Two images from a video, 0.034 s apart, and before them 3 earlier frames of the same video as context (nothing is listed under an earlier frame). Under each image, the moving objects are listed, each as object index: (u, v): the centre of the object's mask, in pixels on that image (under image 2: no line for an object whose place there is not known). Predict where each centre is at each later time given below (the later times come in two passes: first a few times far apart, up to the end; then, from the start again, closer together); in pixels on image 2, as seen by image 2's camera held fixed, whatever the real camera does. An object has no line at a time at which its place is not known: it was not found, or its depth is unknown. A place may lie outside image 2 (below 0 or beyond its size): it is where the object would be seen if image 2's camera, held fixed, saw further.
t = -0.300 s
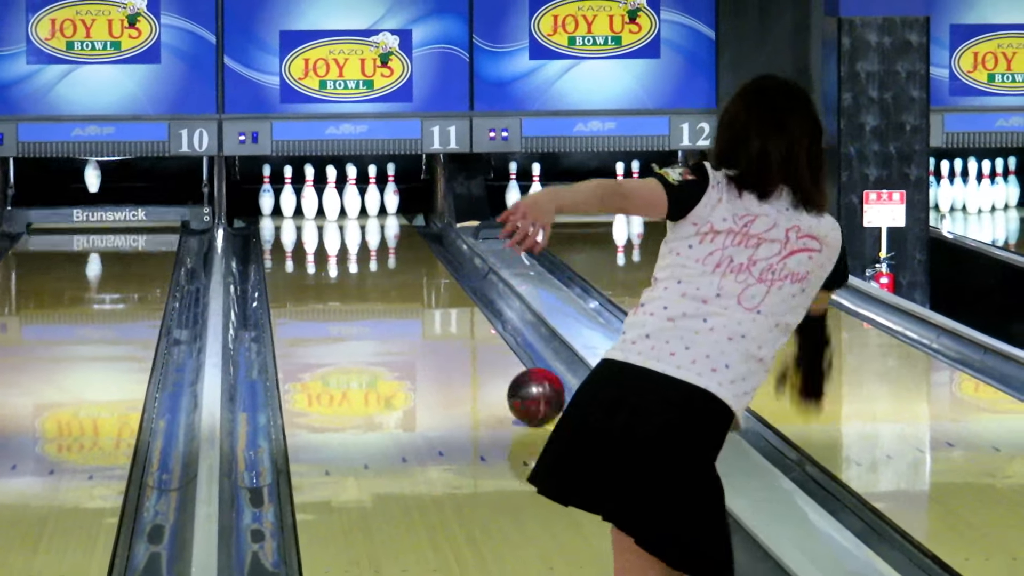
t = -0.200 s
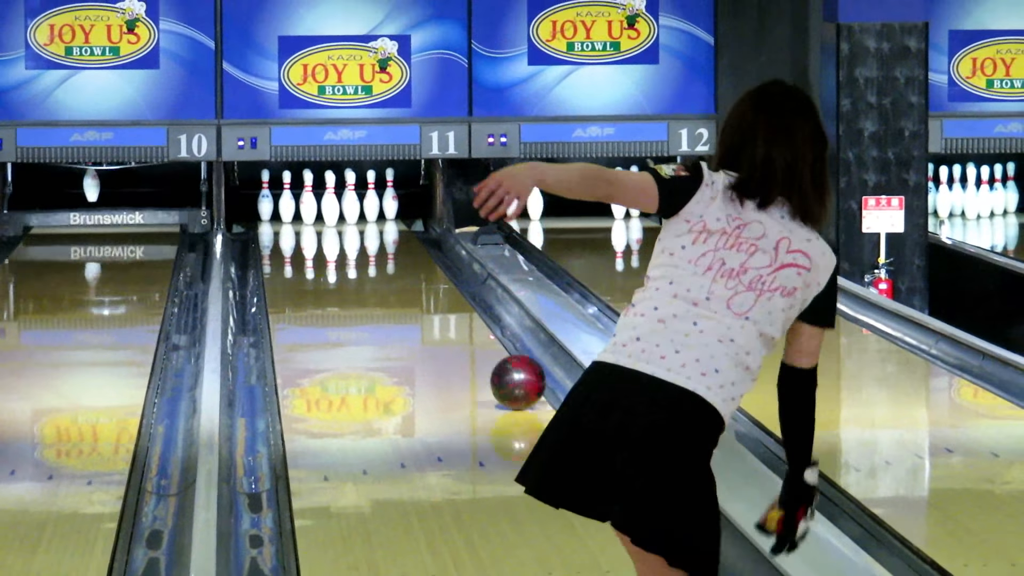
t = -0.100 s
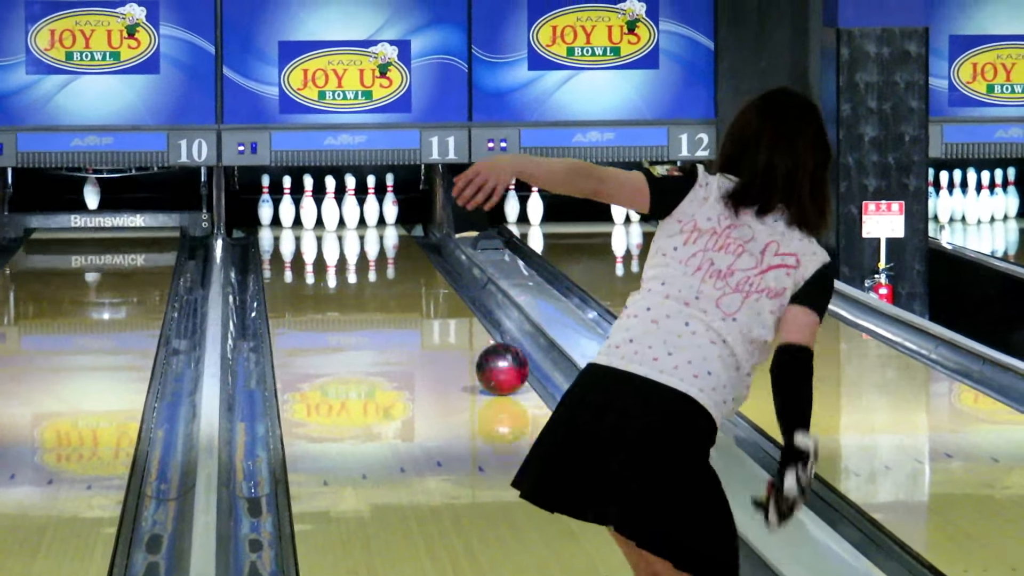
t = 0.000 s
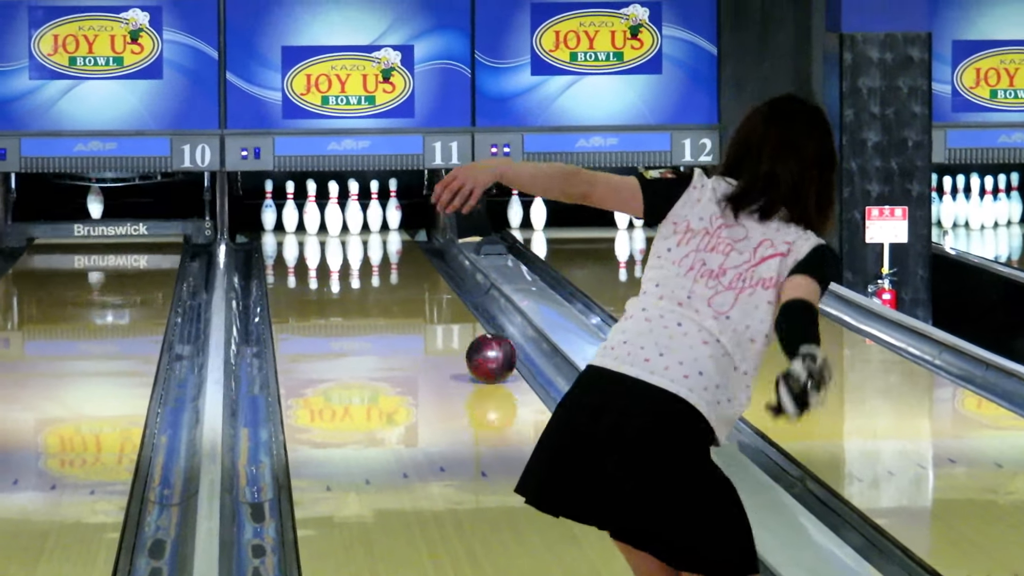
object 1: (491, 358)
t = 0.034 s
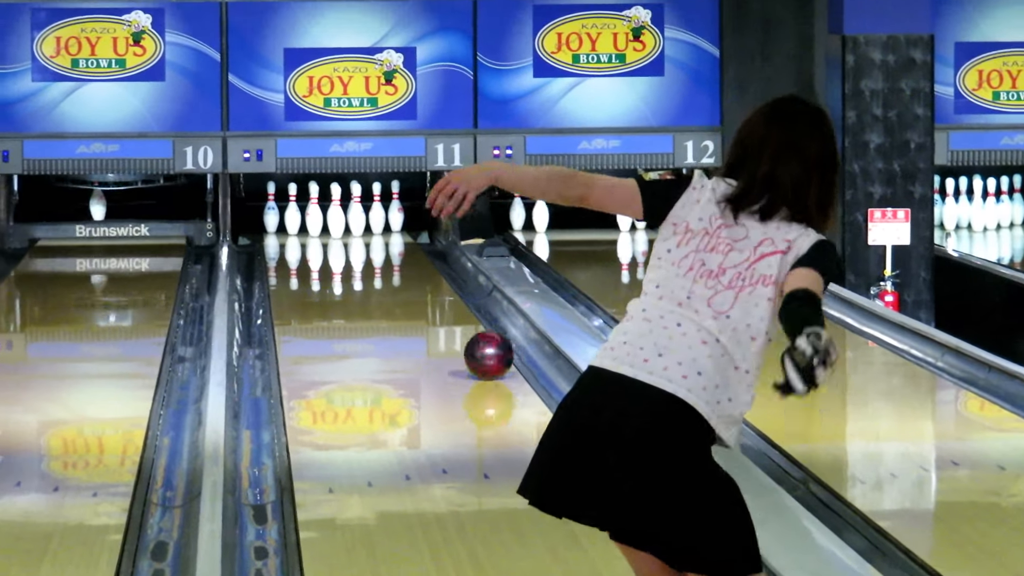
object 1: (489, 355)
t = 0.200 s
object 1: (468, 331)
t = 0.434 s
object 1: (445, 309)
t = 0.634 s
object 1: (423, 285)
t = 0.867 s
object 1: (402, 265)
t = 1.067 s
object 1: (386, 251)
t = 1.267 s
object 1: (368, 239)
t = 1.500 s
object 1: (346, 227)
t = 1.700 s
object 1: (331, 221)
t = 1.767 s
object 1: (325, 220)
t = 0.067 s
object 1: (484, 350)
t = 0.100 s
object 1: (480, 345)
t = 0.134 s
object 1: (476, 341)
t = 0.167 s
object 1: (472, 336)
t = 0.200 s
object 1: (468, 331)
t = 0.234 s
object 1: (464, 327)
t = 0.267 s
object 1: (460, 323)
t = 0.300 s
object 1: (456, 319)
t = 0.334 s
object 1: (453, 315)
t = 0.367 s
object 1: (449, 311)
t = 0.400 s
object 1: (445, 307)
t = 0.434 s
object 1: (445, 309)
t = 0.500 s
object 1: (435, 297)
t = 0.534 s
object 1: (432, 294)
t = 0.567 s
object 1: (430, 291)
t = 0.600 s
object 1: (426, 287)
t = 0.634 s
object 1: (423, 285)
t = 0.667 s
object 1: (420, 281)
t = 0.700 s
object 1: (417, 279)
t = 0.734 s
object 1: (414, 276)
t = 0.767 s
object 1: (411, 273)
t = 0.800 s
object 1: (408, 271)
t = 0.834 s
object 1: (405, 268)
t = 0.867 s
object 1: (402, 265)
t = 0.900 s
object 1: (399, 263)
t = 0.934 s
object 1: (397, 261)
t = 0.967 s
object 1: (394, 259)
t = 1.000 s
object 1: (391, 256)
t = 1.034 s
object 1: (388, 254)
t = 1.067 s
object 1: (386, 251)
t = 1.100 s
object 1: (382, 249)
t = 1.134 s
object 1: (379, 247)
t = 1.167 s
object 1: (377, 245)
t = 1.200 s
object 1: (374, 243)
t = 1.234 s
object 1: (371, 241)
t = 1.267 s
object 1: (368, 239)
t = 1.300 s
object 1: (365, 237)
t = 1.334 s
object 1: (362, 236)
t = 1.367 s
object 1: (359, 234)
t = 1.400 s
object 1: (356, 232)
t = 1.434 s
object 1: (353, 230)
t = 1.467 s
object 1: (349, 229)
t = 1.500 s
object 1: (346, 227)
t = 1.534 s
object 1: (343, 226)
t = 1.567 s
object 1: (342, 224)
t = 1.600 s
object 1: (341, 223)
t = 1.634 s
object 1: (338, 222)
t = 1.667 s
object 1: (335, 222)
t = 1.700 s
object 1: (331, 221)
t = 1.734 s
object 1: (328, 221)
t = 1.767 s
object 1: (325, 220)
